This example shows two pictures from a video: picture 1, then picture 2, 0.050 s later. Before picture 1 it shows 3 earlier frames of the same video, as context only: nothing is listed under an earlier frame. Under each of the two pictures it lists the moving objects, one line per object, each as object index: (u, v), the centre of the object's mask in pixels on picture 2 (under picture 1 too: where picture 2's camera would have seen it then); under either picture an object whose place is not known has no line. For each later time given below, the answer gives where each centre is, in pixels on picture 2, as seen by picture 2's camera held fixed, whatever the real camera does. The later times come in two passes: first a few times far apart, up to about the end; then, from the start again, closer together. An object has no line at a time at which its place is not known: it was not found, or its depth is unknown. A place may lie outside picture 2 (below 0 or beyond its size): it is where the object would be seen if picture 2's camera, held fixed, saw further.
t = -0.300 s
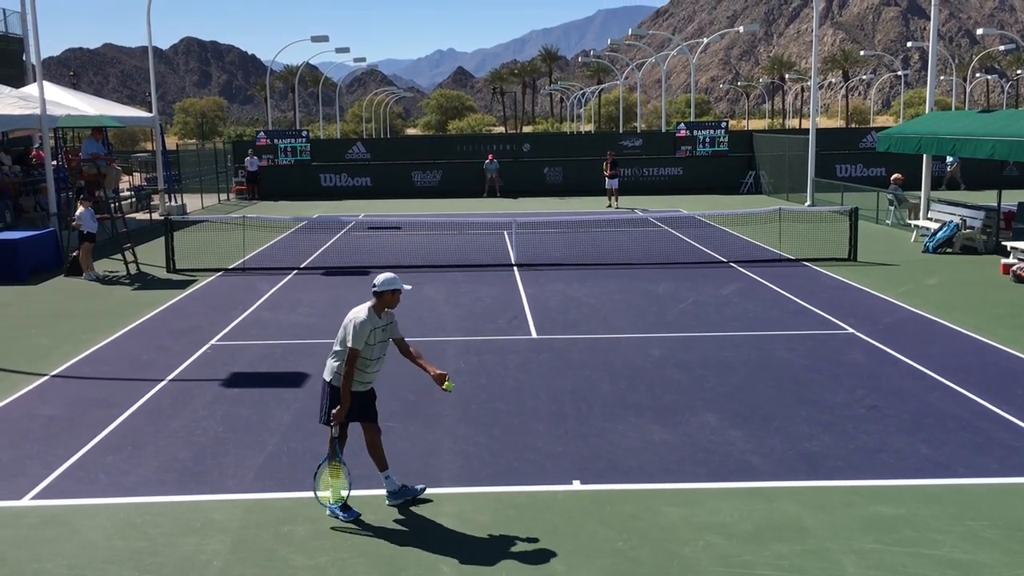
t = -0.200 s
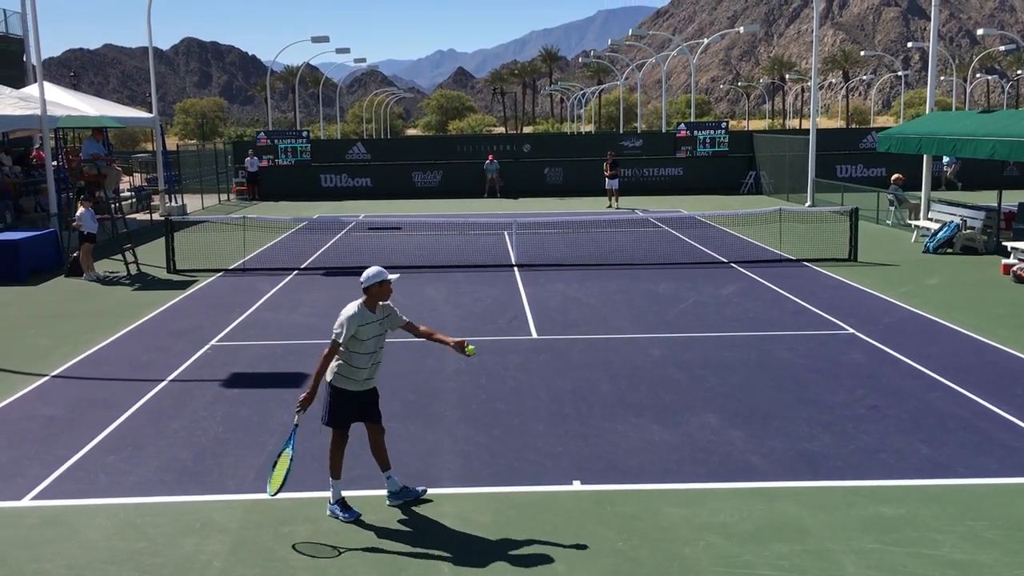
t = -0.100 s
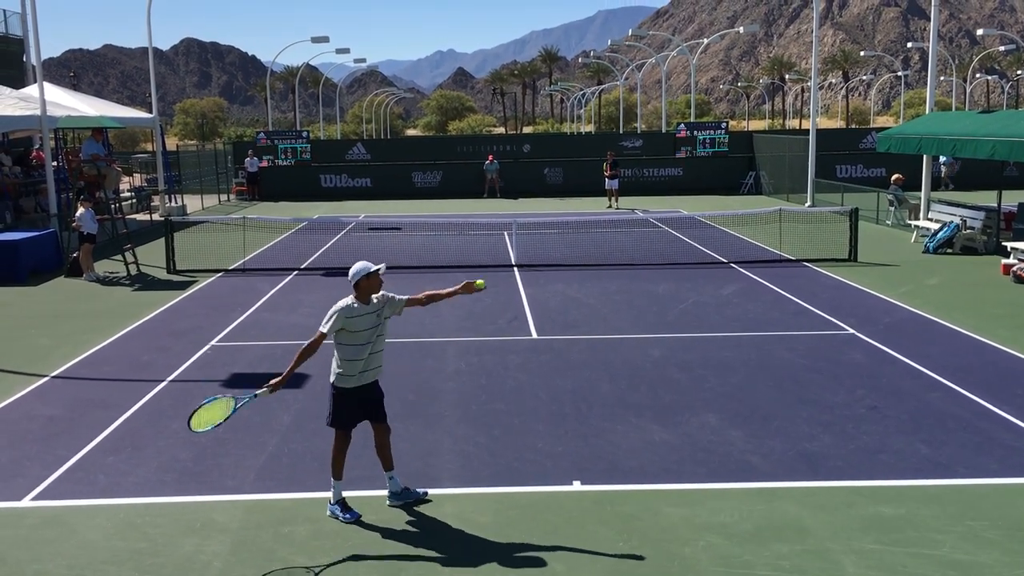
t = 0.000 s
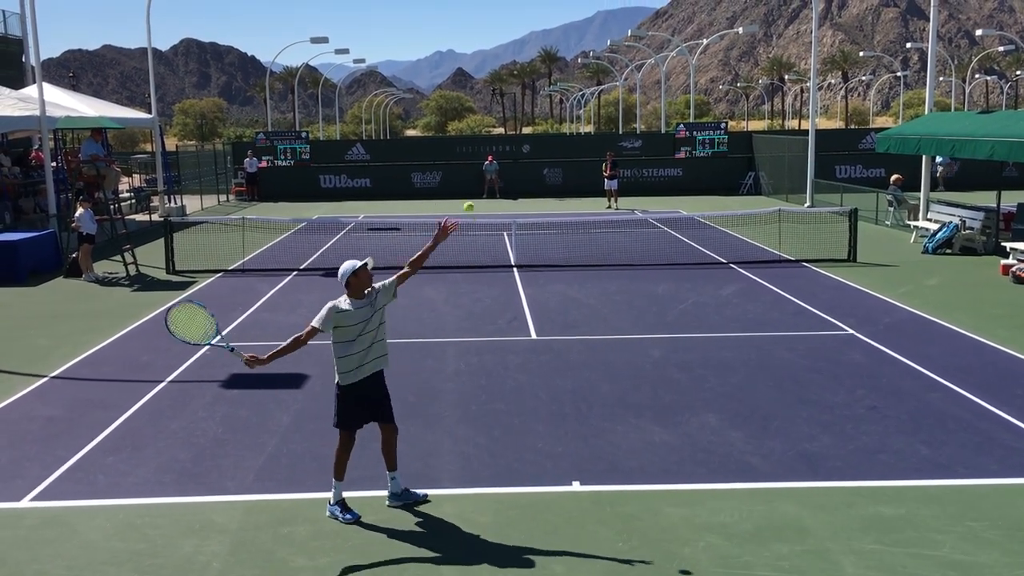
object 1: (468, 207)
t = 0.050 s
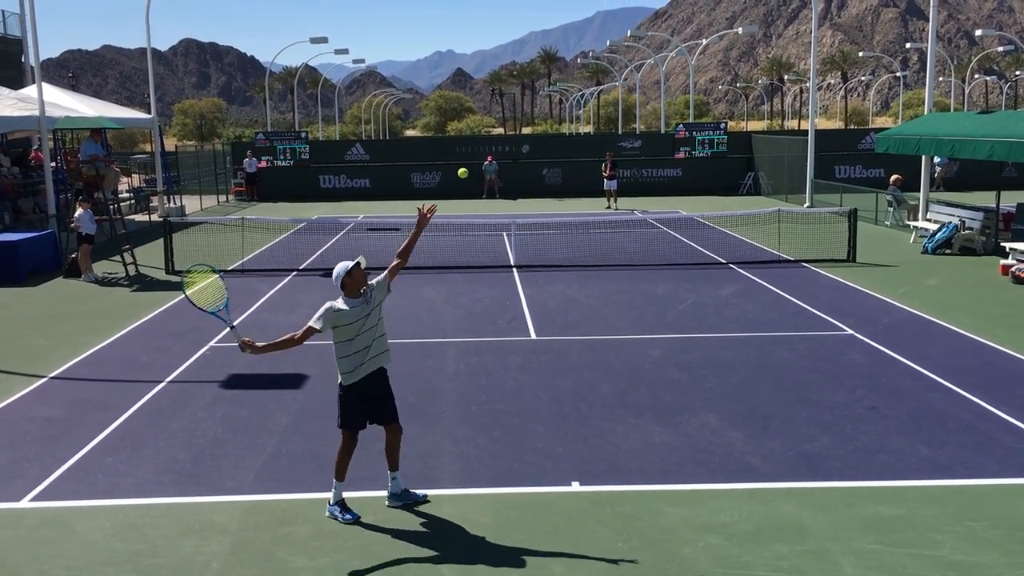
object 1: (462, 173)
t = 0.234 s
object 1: (445, 79)
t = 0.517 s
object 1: (420, 31)
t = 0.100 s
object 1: (457, 141)
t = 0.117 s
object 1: (455, 133)
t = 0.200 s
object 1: (448, 92)
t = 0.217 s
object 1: (446, 86)
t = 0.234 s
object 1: (445, 79)
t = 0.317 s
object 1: (437, 53)
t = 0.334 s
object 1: (436, 49)
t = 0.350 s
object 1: (434, 45)
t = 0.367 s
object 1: (433, 42)
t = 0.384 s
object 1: (431, 39)
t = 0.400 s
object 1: (430, 37)
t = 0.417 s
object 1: (428, 34)
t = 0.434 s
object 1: (427, 33)
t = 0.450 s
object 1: (426, 32)
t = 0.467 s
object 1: (424, 31)
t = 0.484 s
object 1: (423, 30)
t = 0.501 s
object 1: (422, 30)
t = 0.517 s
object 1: (420, 31)
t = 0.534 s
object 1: (419, 31)
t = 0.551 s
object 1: (418, 32)
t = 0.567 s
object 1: (417, 34)
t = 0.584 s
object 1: (416, 36)
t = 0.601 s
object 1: (415, 38)
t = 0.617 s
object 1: (413, 40)
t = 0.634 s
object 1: (412, 43)
